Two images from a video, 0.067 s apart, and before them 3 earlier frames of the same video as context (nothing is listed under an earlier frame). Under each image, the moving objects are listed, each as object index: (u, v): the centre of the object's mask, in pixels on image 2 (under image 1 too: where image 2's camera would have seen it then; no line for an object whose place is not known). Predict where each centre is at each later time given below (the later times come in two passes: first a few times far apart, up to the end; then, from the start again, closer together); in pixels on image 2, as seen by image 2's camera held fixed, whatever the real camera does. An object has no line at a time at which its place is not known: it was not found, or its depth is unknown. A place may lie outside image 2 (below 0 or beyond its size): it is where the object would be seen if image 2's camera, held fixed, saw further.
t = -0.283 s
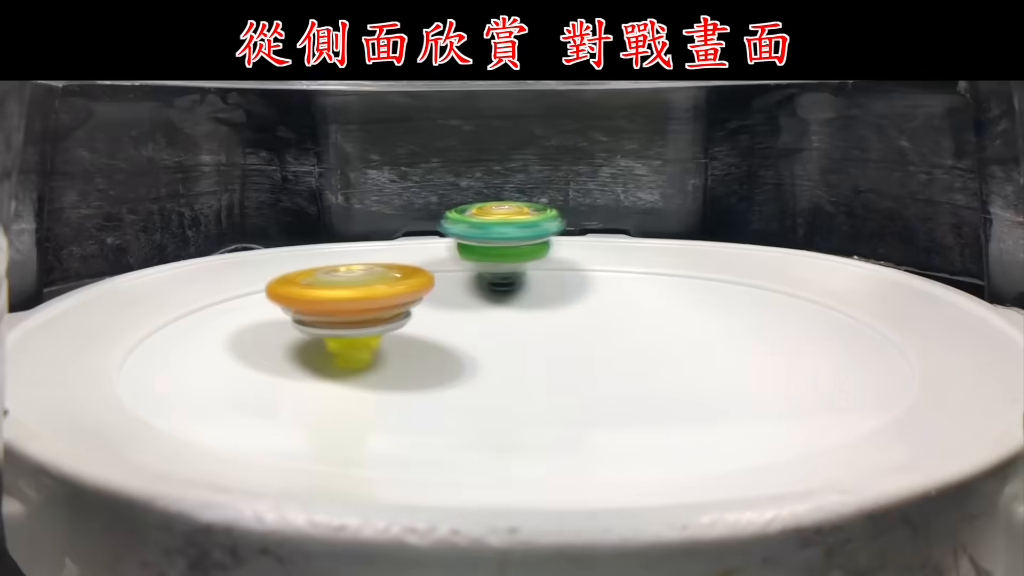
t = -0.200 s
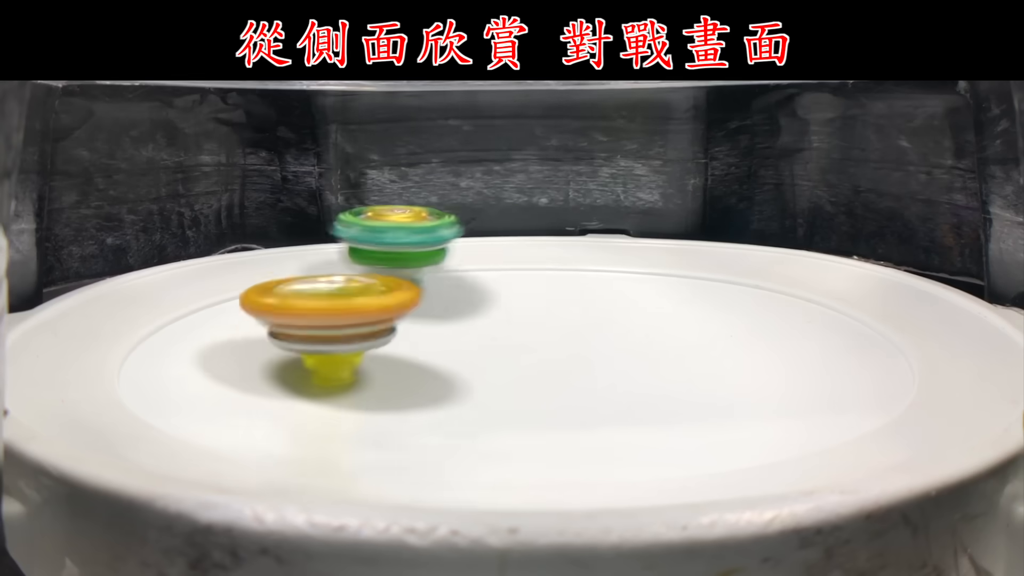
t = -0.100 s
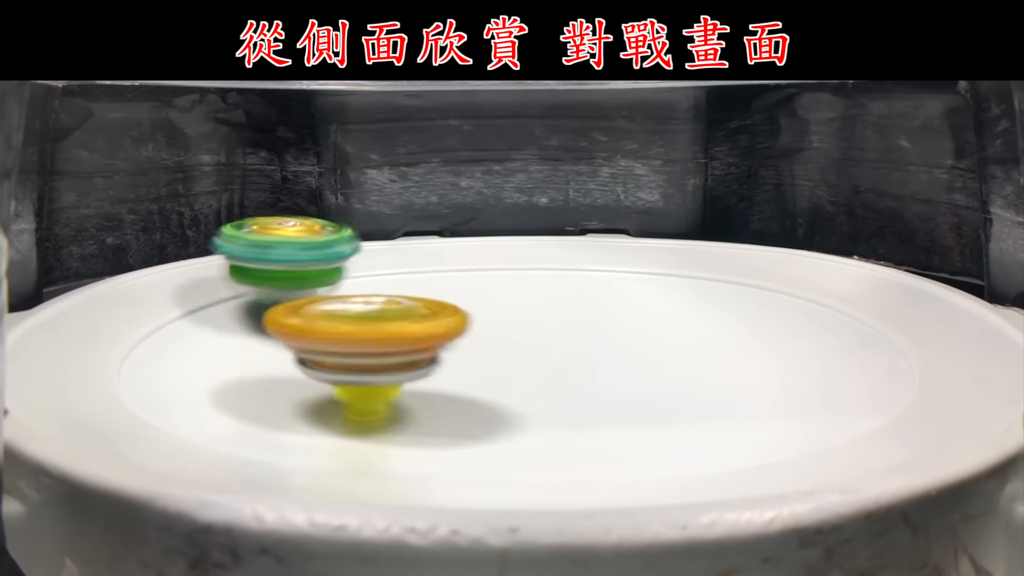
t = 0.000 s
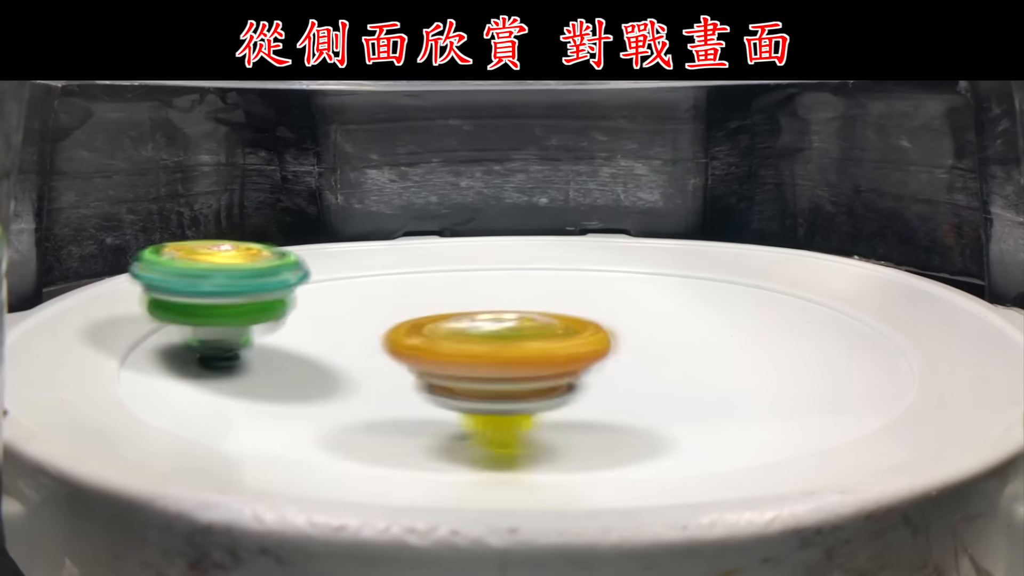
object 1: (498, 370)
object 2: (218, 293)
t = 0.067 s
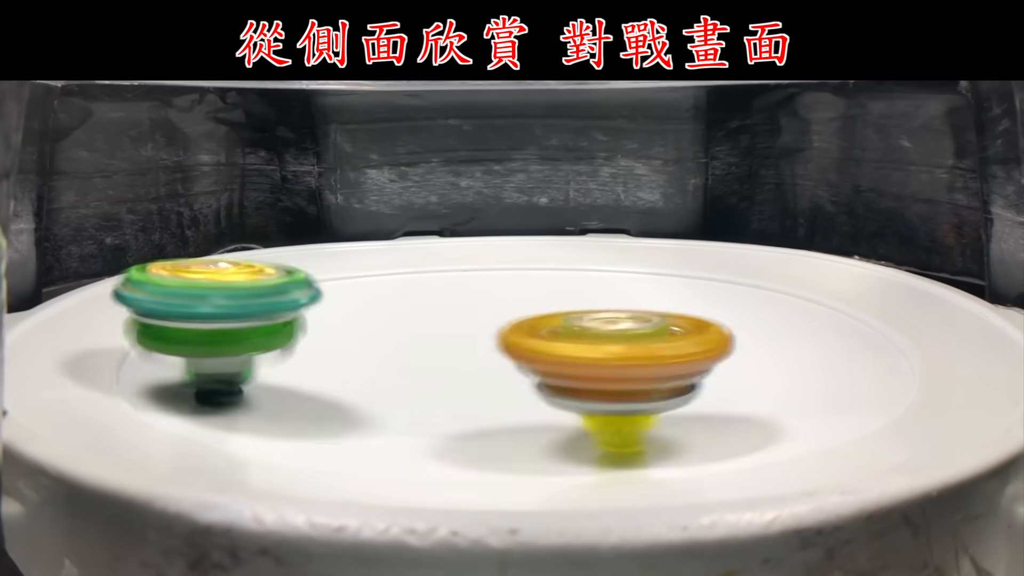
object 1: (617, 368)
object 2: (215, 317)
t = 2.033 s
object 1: (501, 339)
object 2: (649, 301)
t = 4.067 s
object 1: (424, 344)
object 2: (540, 292)
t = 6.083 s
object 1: (619, 327)
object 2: (438, 324)
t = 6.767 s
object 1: (445, 356)
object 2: (459, 284)
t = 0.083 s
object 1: (641, 363)
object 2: (223, 324)
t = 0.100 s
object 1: (665, 361)
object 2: (236, 332)
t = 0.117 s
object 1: (686, 356)
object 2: (251, 337)
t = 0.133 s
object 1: (703, 351)
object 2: (273, 344)
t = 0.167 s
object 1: (731, 341)
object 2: (322, 355)
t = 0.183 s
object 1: (737, 336)
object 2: (352, 358)
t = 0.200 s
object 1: (738, 328)
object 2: (384, 363)
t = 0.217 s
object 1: (736, 326)
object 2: (420, 363)
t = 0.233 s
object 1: (735, 320)
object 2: (455, 368)
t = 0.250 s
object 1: (730, 317)
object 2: (495, 368)
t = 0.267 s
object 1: (720, 311)
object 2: (532, 370)
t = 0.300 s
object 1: (700, 285)
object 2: (608, 364)
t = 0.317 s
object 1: (676, 277)
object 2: (642, 361)
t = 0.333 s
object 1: (652, 276)
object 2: (670, 358)
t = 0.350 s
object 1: (627, 277)
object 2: (699, 355)
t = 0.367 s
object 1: (603, 290)
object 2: (720, 350)
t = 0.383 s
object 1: (588, 297)
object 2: (743, 345)
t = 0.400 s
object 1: (569, 295)
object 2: (756, 339)
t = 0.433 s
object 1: (528, 293)
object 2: (776, 329)
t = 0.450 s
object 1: (507, 292)
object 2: (781, 324)
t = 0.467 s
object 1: (486, 293)
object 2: (786, 317)
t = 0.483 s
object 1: (467, 291)
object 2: (785, 313)
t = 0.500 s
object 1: (449, 292)
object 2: (786, 307)
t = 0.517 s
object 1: (430, 290)
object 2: (782, 303)
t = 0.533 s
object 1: (412, 290)
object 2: (780, 299)
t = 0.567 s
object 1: (379, 291)
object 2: (764, 288)
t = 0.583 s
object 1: (365, 294)
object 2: (753, 285)
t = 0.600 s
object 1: (353, 294)
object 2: (741, 280)
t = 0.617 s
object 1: (341, 296)
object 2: (728, 279)
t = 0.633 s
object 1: (330, 299)
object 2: (713, 276)
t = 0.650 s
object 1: (323, 298)
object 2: (700, 273)
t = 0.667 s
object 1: (317, 303)
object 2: (684, 272)
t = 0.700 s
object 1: (311, 307)
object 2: (653, 271)
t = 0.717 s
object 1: (310, 315)
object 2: (639, 268)
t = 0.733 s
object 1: (314, 318)
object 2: (624, 268)
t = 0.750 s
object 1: (319, 323)
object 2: (608, 267)
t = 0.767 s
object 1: (324, 325)
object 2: (594, 269)
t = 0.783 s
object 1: (331, 330)
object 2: (578, 268)
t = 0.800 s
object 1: (338, 334)
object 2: (564, 268)
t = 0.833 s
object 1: (362, 342)
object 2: (536, 269)
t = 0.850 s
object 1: (374, 347)
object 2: (521, 269)
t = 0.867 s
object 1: (389, 351)
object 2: (508, 268)
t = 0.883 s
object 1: (408, 354)
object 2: (495, 265)
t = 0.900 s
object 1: (427, 357)
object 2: (482, 264)
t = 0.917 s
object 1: (445, 361)
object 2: (470, 264)
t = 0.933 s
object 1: (464, 361)
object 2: (456, 265)
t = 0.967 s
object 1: (500, 359)
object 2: (432, 268)
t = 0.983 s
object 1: (514, 361)
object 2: (421, 270)
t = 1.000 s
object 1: (525, 360)
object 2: (409, 275)
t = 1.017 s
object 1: (535, 358)
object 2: (397, 278)
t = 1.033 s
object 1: (544, 357)
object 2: (388, 278)
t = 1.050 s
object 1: (549, 356)
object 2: (376, 281)
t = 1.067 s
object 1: (549, 353)
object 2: (368, 282)
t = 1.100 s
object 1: (549, 350)
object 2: (350, 288)
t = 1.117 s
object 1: (553, 346)
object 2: (341, 291)
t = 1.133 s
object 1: (557, 343)
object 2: (334, 294)
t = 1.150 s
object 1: (560, 337)
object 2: (328, 297)
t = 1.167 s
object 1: (564, 337)
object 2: (321, 300)
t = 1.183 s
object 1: (567, 334)
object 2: (319, 304)
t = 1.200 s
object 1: (568, 329)
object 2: (315, 308)
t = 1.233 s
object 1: (569, 326)
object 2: (312, 315)
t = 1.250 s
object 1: (571, 323)
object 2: (313, 319)
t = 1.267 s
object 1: (571, 322)
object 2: (315, 322)
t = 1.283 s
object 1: (569, 323)
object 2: (316, 327)
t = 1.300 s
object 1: (566, 322)
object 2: (324, 330)
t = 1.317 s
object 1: (562, 321)
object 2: (329, 334)
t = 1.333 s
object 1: (555, 321)
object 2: (337, 337)
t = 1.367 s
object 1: (533, 322)
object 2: (358, 343)
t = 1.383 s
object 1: (527, 322)
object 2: (373, 346)
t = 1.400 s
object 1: (521, 320)
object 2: (389, 350)
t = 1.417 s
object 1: (517, 311)
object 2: (405, 353)
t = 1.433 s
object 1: (503, 293)
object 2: (424, 355)
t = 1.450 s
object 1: (485, 288)
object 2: (439, 356)
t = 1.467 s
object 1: (462, 286)
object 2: (459, 359)
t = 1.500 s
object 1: (435, 292)
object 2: (497, 360)
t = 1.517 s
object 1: (426, 296)
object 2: (515, 359)
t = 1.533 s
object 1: (429, 306)
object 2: (533, 359)
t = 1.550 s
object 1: (429, 311)
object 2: (552, 358)
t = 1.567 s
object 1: (435, 314)
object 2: (568, 357)
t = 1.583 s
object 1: (442, 313)
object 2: (586, 356)
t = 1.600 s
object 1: (447, 314)
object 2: (599, 354)
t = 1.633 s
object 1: (459, 318)
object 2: (626, 350)
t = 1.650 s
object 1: (462, 321)
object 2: (636, 347)
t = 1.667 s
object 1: (464, 321)
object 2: (646, 346)
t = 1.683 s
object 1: (464, 324)
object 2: (653, 343)
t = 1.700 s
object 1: (467, 326)
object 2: (660, 342)
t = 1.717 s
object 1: (470, 330)
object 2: (668, 339)
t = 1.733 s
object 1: (471, 332)
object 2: (671, 337)
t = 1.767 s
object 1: (477, 336)
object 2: (680, 331)
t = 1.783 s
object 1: (479, 338)
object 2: (682, 330)
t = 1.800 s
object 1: (481, 340)
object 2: (686, 327)
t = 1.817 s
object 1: (483, 341)
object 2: (686, 325)
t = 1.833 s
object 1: (487, 343)
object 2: (687, 324)
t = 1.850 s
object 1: (489, 344)
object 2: (686, 321)
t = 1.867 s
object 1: (490, 344)
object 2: (684, 320)
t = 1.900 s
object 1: (495, 345)
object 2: (681, 315)
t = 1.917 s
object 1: (495, 345)
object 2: (679, 314)
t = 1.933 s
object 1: (496, 345)
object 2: (677, 311)
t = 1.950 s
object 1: (498, 345)
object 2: (672, 309)
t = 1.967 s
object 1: (499, 344)
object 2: (669, 307)
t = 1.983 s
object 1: (499, 343)
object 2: (664, 305)
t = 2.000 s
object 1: (500, 342)
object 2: (659, 304)
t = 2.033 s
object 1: (501, 339)
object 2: (649, 301)
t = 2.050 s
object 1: (501, 338)
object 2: (645, 300)
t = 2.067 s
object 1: (500, 335)
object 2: (639, 298)
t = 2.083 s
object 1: (493, 334)
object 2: (637, 294)
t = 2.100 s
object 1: (483, 333)
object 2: (637, 291)
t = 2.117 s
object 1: (477, 333)
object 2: (632, 287)
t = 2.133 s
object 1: (475, 330)
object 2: (632, 285)
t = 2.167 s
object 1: (473, 331)
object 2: (623, 280)
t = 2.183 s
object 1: (477, 330)
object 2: (620, 277)
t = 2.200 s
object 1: (480, 332)
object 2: (615, 277)
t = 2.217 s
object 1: (484, 332)
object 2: (611, 275)
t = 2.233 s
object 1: (490, 331)
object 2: (609, 273)
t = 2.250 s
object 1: (497, 331)
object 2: (605, 273)
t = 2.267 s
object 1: (503, 330)
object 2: (603, 271)
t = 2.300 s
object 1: (518, 331)
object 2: (594, 266)
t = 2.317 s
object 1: (525, 330)
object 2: (591, 261)
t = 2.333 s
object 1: (531, 329)
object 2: (585, 261)
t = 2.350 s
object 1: (539, 329)
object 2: (580, 261)
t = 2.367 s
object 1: (545, 330)
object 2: (575, 260)
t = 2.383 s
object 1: (550, 331)
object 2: (569, 261)
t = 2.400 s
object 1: (554, 331)
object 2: (563, 259)
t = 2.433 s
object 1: (554, 333)
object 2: (553, 261)
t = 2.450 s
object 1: (551, 334)
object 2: (548, 261)
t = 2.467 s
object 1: (547, 335)
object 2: (543, 261)
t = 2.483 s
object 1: (539, 335)
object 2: (537, 263)
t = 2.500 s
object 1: (530, 336)
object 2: (534, 263)
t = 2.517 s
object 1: (522, 336)
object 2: (530, 264)
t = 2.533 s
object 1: (513, 336)
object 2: (525, 266)
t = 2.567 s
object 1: (491, 341)
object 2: (520, 268)
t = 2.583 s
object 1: (478, 340)
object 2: (517, 268)
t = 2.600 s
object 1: (464, 344)
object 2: (516, 269)
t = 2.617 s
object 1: (455, 345)
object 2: (516, 273)
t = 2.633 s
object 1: (446, 343)
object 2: (514, 274)
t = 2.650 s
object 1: (438, 345)
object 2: (514, 277)
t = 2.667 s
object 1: (434, 346)
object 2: (513, 280)
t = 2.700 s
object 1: (431, 348)
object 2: (510, 282)
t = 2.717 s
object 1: (434, 347)
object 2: (510, 284)
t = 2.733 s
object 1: (439, 349)
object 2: (505, 281)
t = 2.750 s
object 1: (443, 351)
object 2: (505, 281)
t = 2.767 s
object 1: (453, 352)
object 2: (503, 282)
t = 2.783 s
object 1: (461, 355)
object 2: (500, 284)
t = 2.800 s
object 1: (470, 357)
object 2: (501, 284)
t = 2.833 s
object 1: (487, 362)
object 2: (502, 286)
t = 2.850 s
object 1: (497, 364)
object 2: (504, 286)
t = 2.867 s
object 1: (507, 365)
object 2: (504, 287)
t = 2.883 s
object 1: (514, 365)
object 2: (504, 288)
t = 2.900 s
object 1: (521, 366)
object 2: (506, 288)
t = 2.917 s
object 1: (528, 366)
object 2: (506, 289)
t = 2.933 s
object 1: (531, 366)
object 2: (507, 290)
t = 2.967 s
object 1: (536, 365)
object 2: (511, 290)
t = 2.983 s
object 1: (534, 365)
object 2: (514, 290)
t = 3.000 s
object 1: (535, 365)
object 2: (520, 289)
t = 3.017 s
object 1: (535, 365)
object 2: (521, 290)
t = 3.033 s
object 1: (533, 364)
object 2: (521, 290)
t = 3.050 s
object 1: (533, 367)
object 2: (527, 290)
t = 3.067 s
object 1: (529, 367)
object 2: (533, 287)
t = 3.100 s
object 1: (527, 370)
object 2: (538, 285)
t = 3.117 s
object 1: (526, 372)
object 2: (541, 285)
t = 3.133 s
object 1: (530, 371)
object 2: (543, 283)
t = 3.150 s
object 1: (532, 371)
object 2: (545, 284)
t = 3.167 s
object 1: (537, 372)
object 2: (550, 283)
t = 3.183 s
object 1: (545, 370)
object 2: (552, 282)
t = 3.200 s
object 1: (550, 372)
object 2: (553, 283)
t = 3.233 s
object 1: (567, 370)
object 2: (559, 280)
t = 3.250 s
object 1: (575, 371)
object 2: (559, 280)
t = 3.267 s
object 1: (585, 370)
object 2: (559, 280)
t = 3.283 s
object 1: (592, 369)
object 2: (561, 279)
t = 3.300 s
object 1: (601, 368)
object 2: (561, 280)
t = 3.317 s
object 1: (608, 366)
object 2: (561, 280)
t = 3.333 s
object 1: (614, 365)
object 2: (563, 278)
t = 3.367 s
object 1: (624, 364)
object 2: (560, 279)
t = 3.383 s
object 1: (629, 363)
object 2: (560, 280)
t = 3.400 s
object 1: (630, 362)
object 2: (561, 278)
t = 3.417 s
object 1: (628, 362)
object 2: (560, 279)
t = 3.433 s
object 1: (630, 361)
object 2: (559, 280)
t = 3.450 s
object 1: (627, 361)
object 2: (559, 280)
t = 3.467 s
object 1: (624, 360)
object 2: (557, 279)
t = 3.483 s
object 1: (618, 361)
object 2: (555, 281)
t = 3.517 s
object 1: (609, 360)
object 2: (554, 281)
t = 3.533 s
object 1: (600, 360)
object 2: (552, 282)
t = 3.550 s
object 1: (595, 359)
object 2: (550, 282)
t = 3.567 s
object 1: (587, 360)
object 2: (551, 283)
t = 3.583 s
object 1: (579, 360)
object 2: (548, 283)
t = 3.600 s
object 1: (572, 360)
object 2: (546, 285)
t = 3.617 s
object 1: (563, 360)
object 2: (546, 286)
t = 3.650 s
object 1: (548, 362)
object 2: (543, 289)
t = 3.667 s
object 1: (537, 363)
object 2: (545, 288)
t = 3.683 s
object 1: (526, 363)
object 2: (547, 288)
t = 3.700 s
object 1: (515, 364)
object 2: (548, 287)
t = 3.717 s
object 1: (506, 362)
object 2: (548, 288)
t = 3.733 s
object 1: (495, 363)
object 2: (548, 288)
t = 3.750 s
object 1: (487, 361)
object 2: (550, 287)
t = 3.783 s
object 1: (474, 361)
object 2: (548, 286)
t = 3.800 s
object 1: (467, 360)
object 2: (548, 287)
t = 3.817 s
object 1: (463, 359)
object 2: (550, 286)
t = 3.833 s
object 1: (460, 359)
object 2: (548, 286)
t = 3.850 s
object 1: (456, 357)
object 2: (548, 285)
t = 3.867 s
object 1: (454, 356)
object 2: (547, 285)
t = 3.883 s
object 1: (449, 356)
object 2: (548, 284)
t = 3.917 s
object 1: (445, 354)
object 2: (545, 286)
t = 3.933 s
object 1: (444, 352)
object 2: (545, 286)
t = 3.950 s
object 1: (440, 352)
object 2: (545, 285)
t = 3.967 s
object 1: (439, 350)
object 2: (545, 285)
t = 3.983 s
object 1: (438, 350)
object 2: (543, 287)
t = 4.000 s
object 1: (434, 349)
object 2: (543, 288)
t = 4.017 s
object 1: (433, 348)
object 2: (543, 287)
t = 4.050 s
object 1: (429, 345)
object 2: (540, 290)
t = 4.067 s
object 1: (424, 344)
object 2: (540, 292)
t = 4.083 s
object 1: (423, 342)
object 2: (540, 291)
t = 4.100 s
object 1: (419, 341)
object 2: (539, 293)
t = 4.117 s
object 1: (418, 339)
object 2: (538, 295)
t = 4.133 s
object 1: (415, 338)
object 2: (537, 298)
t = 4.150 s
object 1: (414, 336)
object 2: (537, 298)
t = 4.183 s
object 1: (399, 334)
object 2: (537, 301)
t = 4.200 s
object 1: (390, 334)
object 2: (537, 301)
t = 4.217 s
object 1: (382, 334)
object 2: (538, 301)
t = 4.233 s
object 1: (379, 333)
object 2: (537, 303)
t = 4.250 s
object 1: (374, 332)
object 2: (537, 306)
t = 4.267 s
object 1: (375, 331)
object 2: (538, 306)
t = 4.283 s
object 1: (373, 330)
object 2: (538, 306)
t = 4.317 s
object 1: (372, 329)
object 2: (541, 311)
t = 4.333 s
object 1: (369, 326)
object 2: (547, 311)
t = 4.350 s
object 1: (363, 325)
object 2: (553, 310)
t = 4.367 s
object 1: (363, 323)
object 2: (556, 313)
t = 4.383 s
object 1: (361, 323)
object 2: (559, 316)
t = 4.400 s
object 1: (363, 322)
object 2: (562, 316)
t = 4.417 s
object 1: (364, 323)
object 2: (565, 317)
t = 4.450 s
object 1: (373, 323)
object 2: (569, 321)
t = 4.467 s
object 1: (381, 322)
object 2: (571, 323)
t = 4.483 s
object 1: (386, 323)
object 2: (574, 324)
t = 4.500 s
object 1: (395, 323)
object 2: (577, 324)
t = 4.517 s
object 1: (401, 324)
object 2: (578, 325)
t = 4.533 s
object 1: (405, 323)
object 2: (585, 330)
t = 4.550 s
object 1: (398, 319)
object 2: (597, 331)
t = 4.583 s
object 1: (385, 313)
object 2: (618, 331)
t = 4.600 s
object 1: (380, 310)
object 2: (627, 335)
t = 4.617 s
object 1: (374, 308)
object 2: (634, 338)
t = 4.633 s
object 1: (372, 307)
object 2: (639, 336)
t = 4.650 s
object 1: (368, 306)
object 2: (644, 336)
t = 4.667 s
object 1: (368, 304)
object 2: (650, 337)
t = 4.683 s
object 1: (366, 305)
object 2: (653, 340)
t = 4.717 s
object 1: (367, 306)
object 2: (655, 342)
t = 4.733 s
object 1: (371, 305)
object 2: (657, 344)
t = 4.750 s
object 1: (372, 307)
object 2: (661, 344)
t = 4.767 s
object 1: (376, 307)
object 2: (659, 343)
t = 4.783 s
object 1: (378, 310)
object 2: (656, 345)
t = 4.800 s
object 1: (384, 310)
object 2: (655, 348)
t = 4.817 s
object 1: (386, 311)
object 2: (654, 347)
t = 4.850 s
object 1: (396, 313)
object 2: (648, 346)
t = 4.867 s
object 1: (403, 315)
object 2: (645, 348)
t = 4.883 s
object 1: (406, 315)
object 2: (641, 349)
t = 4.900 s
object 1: (412, 317)
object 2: (634, 347)
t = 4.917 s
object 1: (415, 316)
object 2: (627, 349)
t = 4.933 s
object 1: (420, 318)
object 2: (621, 349)
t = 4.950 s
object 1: (423, 318)
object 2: (614, 348)
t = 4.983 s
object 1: (427, 317)
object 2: (597, 350)
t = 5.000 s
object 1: (429, 318)
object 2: (588, 348)
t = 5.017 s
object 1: (430, 318)
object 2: (581, 349)
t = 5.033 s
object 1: (428, 317)
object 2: (571, 346)
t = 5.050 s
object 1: (432, 315)
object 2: (562, 349)
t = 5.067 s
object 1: (431, 311)
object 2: (559, 349)
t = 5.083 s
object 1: (432, 310)
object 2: (554, 347)
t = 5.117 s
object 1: (438, 304)
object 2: (550, 350)
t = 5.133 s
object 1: (441, 301)
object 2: (546, 349)
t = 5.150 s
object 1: (446, 298)
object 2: (542, 352)
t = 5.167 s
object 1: (450, 296)
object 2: (541, 352)
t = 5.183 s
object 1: (452, 294)
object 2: (541, 349)
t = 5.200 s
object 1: (454, 292)
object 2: (539, 350)
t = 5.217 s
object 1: (458, 292)
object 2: (537, 350)
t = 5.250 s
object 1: (467, 282)
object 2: (528, 347)
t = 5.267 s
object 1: (476, 283)
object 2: (526, 350)
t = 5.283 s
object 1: (481, 282)
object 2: (525, 348)
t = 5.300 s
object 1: (489, 278)
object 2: (522, 348)
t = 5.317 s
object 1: (504, 278)
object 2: (522, 351)
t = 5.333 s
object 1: (508, 276)
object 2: (520, 351)
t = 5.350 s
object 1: (510, 273)
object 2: (515, 350)
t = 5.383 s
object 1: (517, 273)
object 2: (504, 353)
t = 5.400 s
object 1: (524, 272)
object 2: (499, 352)
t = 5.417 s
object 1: (534, 272)
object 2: (498, 351)
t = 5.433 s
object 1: (538, 276)
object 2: (498, 354)
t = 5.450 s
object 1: (542, 276)
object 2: (494, 350)
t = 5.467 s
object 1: (547, 273)
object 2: (491, 349)
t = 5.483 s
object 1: (548, 272)
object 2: (486, 348)
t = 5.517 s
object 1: (552, 277)
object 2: (479, 350)
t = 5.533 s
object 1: (556, 277)
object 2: (477, 349)
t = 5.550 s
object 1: (555, 280)
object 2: (476, 349)
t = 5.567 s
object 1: (556, 282)
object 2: (474, 347)
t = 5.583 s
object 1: (563, 281)
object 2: (474, 343)
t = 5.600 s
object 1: (566, 282)
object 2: (469, 341)
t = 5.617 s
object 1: (567, 287)
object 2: (467, 342)
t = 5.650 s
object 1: (565, 291)
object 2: (465, 343)
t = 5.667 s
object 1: (562, 297)
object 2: (464, 341)
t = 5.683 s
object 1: (561, 292)
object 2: (463, 342)
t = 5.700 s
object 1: (565, 299)
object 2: (460, 339)
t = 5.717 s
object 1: (570, 297)
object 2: (461, 337)
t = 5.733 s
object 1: (576, 304)
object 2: (457, 333)
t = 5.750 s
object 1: (581, 299)
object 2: (456, 332)
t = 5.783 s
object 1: (587, 304)
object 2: (457, 334)
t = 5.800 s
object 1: (587, 303)
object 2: (459, 335)
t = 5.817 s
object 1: (591, 303)
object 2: (464, 334)
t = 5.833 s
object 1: (591, 305)
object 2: (467, 335)
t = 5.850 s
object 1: (596, 306)
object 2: (461, 332)
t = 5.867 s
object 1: (600, 306)
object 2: (455, 333)
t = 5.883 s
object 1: (600, 309)
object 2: (448, 332)
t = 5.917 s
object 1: (610, 311)
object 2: (438, 329)
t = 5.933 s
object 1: (614, 312)
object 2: (436, 329)
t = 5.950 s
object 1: (618, 312)
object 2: (437, 327)
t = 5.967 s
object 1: (618, 315)
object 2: (437, 326)
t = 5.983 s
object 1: (620, 316)
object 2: (437, 329)
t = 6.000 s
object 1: (622, 317)
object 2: (437, 330)
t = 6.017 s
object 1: (620, 320)
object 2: (439, 338)
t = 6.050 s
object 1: (620, 324)
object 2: (442, 326)
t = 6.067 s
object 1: (619, 326)
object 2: (443, 325)
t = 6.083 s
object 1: (619, 327)
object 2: (438, 324)
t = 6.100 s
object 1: (616, 330)
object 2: (433, 323)
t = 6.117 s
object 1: (615, 332)
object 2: (431, 323)
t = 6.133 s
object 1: (614, 334)
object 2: (432, 324)
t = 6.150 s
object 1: (608, 336)
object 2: (435, 327)
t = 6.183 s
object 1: (604, 339)
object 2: (437, 326)
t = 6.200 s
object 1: (599, 341)
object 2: (435, 323)
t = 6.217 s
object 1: (596, 343)
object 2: (433, 320)
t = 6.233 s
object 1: (590, 345)
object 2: (431, 321)
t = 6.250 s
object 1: (586, 346)
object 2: (432, 320)
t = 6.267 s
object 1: (582, 347)
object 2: (432, 318)
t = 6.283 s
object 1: (571, 351)
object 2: (433, 317)
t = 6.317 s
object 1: (565, 351)
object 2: (436, 316)
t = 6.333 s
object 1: (557, 354)
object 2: (438, 315)
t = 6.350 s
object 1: (553, 352)
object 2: (438, 315)
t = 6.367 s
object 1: (550, 355)
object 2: (439, 311)
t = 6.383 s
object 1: (542, 356)
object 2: (439, 309)
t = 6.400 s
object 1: (539, 355)
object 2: (438, 310)
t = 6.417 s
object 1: (532, 357)
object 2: (440, 309)
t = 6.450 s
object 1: (519, 356)
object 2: (442, 306)
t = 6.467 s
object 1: (511, 358)
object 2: (443, 304)
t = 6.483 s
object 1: (503, 357)
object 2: (444, 300)
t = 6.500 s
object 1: (499, 356)
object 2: (444, 301)
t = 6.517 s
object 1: (493, 357)
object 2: (445, 295)
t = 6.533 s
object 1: (487, 357)
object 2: (450, 288)
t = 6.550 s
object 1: (483, 356)
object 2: (449, 287)
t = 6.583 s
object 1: (472, 356)
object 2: (450, 286)
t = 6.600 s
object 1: (469, 355)
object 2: (454, 284)
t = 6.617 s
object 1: (465, 357)
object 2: (453, 285)
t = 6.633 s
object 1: (460, 355)
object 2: (454, 284)
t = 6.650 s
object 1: (458, 354)
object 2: (458, 283)
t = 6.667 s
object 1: (455, 356)
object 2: (457, 284)
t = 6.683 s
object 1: (452, 355)
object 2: (456, 284)
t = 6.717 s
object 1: (449, 356)
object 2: (456, 284)
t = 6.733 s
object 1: (445, 356)
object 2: (457, 285)
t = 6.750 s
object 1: (446, 355)
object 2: (459, 284)
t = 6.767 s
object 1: (445, 356)
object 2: (459, 284)
